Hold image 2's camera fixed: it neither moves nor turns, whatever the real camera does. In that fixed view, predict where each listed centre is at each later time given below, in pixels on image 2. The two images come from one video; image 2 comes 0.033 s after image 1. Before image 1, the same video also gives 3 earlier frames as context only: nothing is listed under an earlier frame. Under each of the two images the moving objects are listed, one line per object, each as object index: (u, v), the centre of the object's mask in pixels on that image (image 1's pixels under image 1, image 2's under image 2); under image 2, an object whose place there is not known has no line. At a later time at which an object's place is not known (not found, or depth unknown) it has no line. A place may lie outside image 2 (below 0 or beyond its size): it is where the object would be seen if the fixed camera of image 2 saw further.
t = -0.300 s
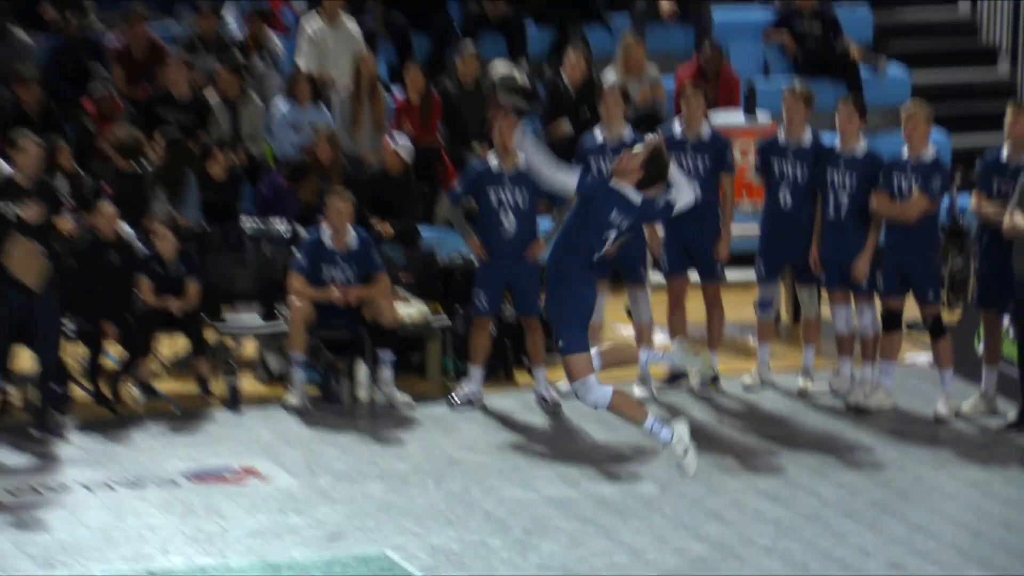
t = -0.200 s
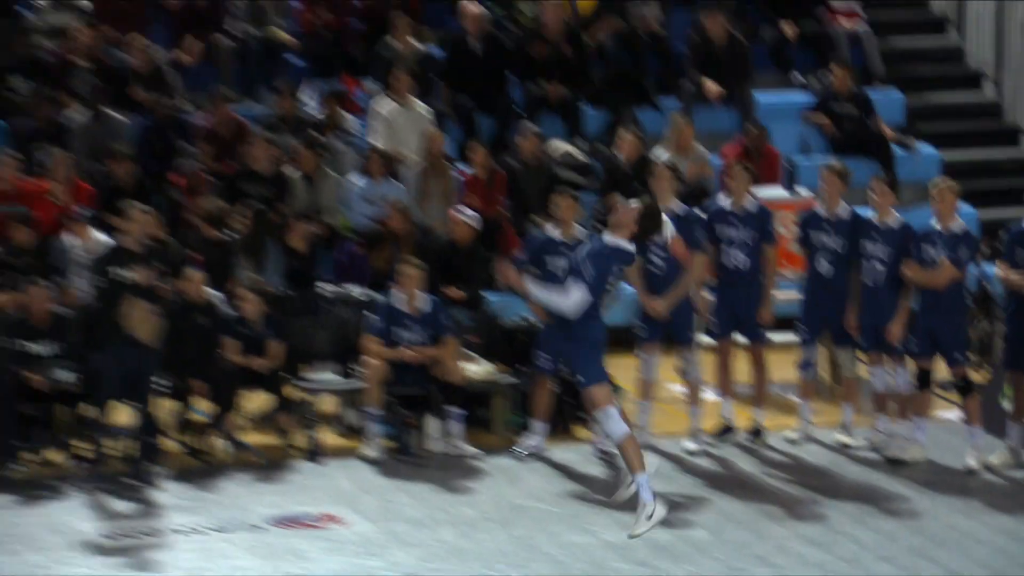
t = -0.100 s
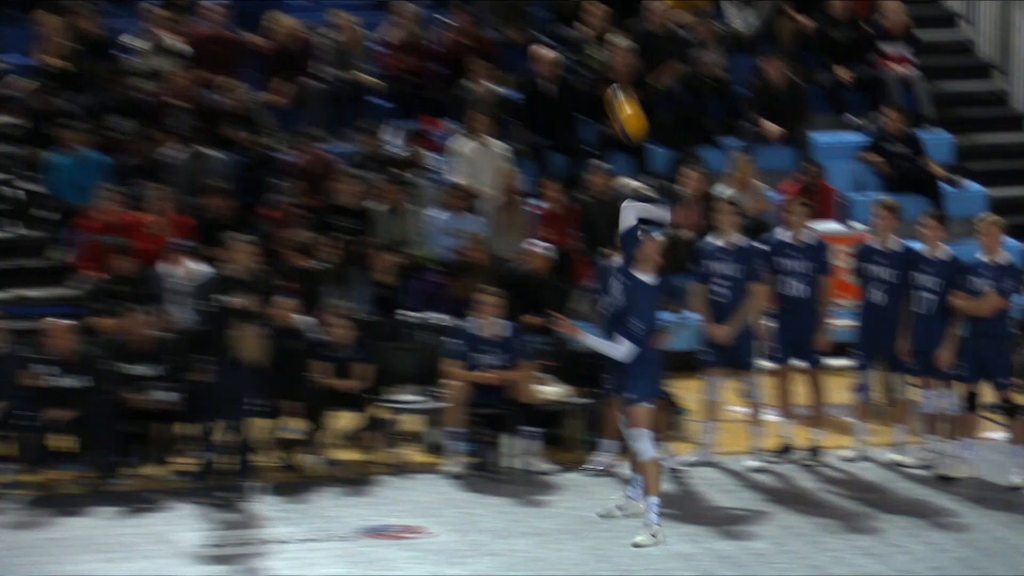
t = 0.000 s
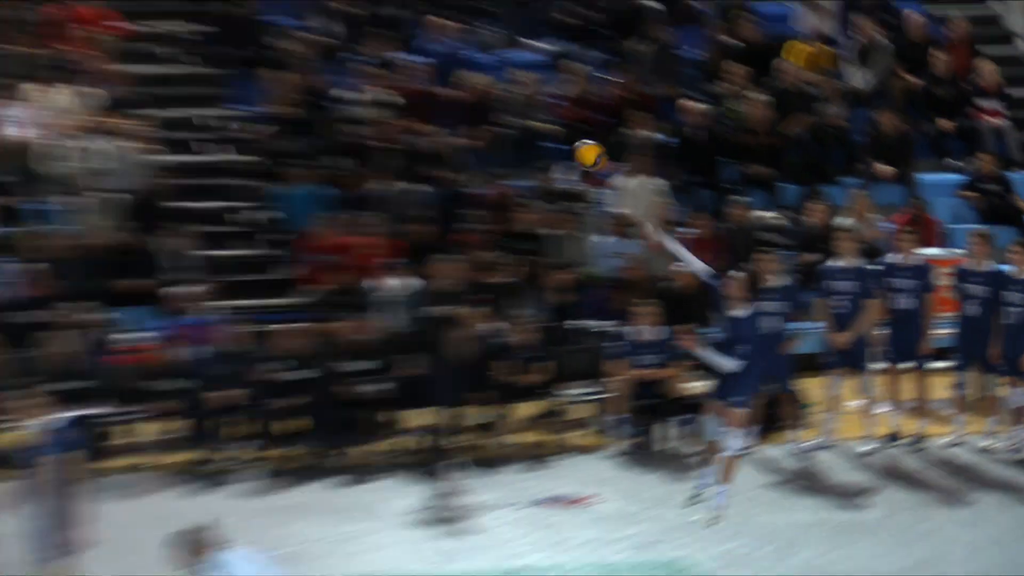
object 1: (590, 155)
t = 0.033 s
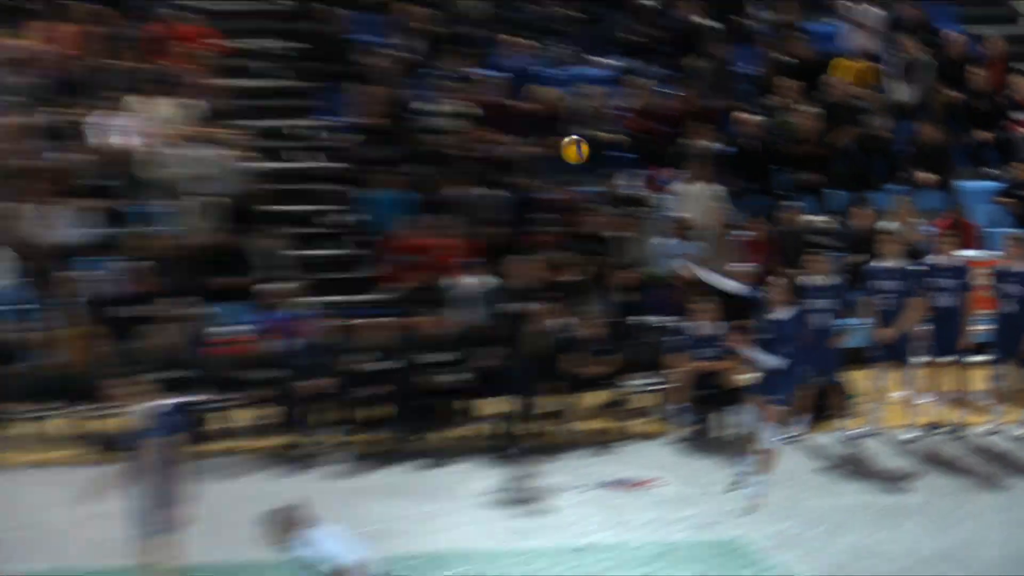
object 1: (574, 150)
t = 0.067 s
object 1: (496, 138)
